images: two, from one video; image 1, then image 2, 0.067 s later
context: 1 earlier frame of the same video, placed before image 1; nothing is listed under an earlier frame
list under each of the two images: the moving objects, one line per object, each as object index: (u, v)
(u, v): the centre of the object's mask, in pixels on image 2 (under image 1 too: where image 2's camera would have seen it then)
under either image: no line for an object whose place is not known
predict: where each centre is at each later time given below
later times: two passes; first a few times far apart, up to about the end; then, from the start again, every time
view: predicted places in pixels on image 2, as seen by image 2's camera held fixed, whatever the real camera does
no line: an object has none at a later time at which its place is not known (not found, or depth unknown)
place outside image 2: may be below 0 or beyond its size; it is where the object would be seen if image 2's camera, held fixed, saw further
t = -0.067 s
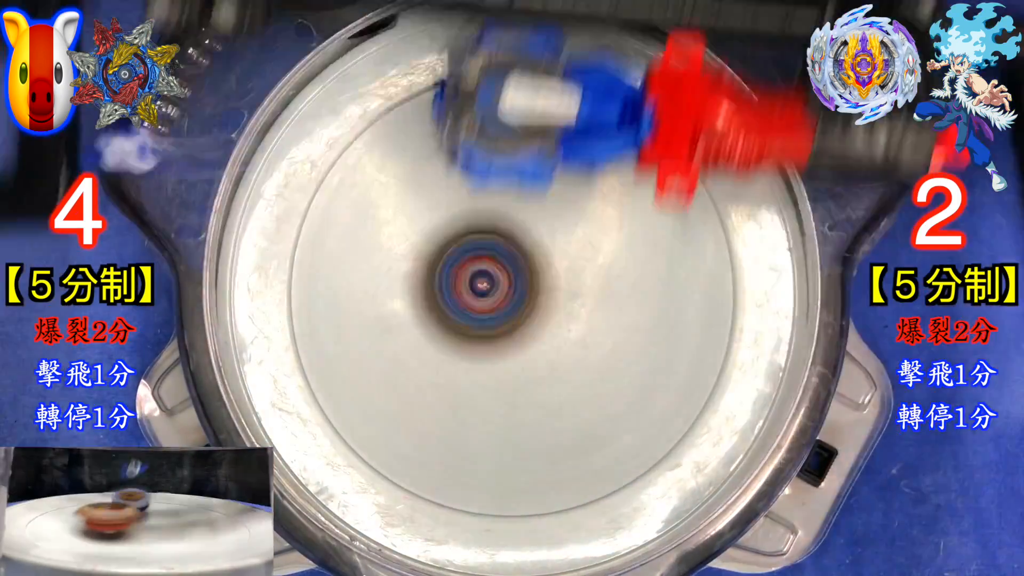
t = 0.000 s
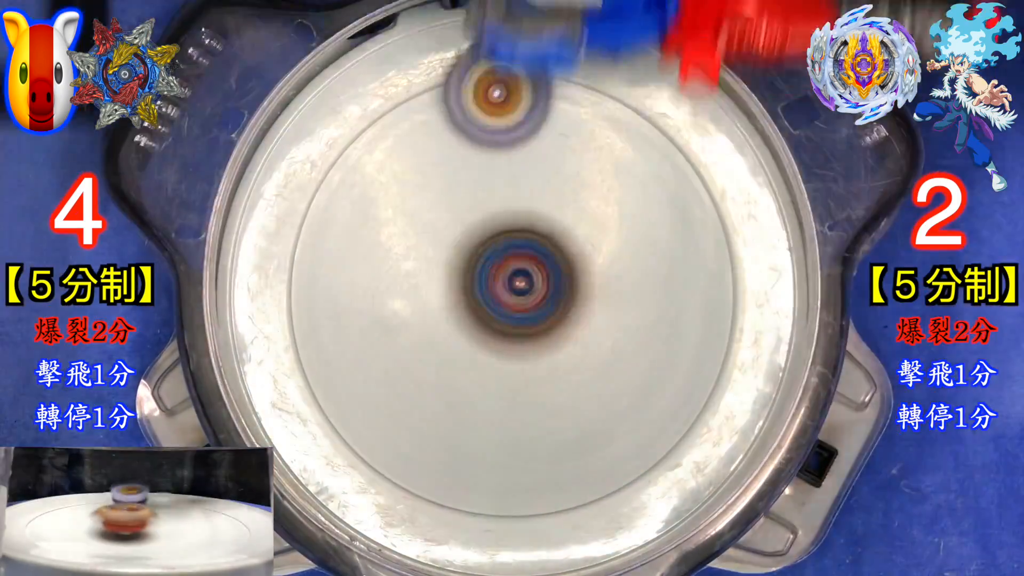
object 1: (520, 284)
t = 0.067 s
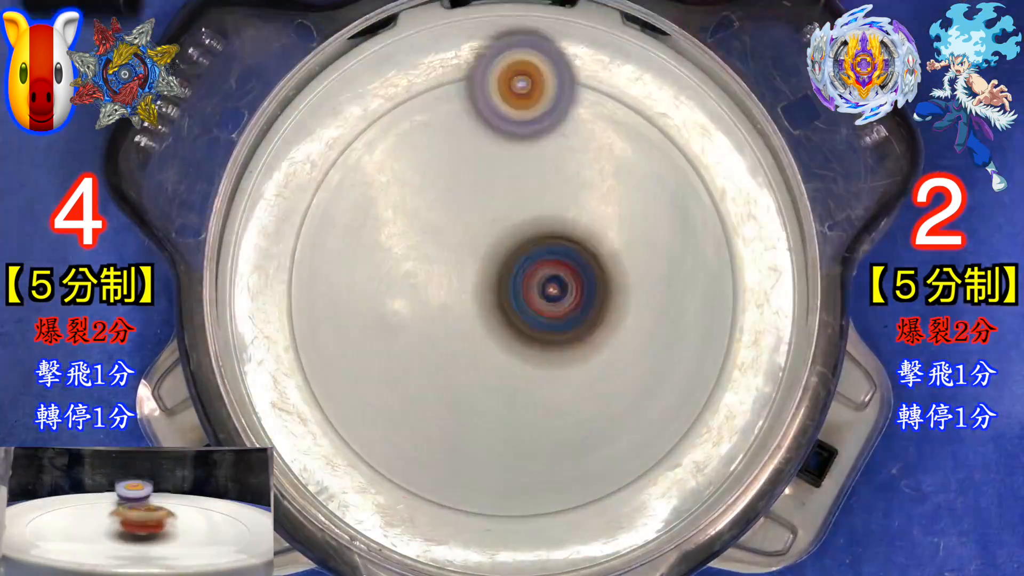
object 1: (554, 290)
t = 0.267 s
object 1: (577, 381)
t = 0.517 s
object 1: (441, 439)
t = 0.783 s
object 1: (547, 149)
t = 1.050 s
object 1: (511, 436)
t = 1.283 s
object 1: (421, 171)
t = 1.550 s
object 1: (613, 227)
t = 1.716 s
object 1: (486, 237)
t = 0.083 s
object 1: (560, 293)
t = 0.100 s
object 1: (566, 298)
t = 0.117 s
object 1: (571, 302)
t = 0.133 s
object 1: (574, 308)
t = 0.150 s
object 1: (578, 313)
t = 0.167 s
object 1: (579, 320)
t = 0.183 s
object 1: (581, 327)
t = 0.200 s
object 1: (580, 333)
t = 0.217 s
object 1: (580, 339)
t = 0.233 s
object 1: (577, 346)
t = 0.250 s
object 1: (577, 361)
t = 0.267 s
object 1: (577, 381)
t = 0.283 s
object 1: (575, 400)
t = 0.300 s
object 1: (573, 417)
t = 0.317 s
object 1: (566, 434)
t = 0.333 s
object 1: (560, 449)
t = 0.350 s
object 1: (554, 463)
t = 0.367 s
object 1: (547, 474)
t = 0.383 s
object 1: (537, 484)
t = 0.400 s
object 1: (527, 493)
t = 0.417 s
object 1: (516, 493)
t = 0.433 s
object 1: (504, 492)
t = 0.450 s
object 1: (493, 483)
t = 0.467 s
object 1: (481, 476)
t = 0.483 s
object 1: (468, 466)
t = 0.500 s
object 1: (454, 453)
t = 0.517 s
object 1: (441, 439)
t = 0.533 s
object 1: (431, 423)
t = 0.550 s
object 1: (423, 402)
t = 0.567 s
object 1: (416, 379)
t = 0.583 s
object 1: (410, 356)
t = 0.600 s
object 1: (407, 331)
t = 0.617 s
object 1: (406, 308)
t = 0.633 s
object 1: (412, 283)
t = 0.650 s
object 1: (422, 260)
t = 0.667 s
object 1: (434, 238)
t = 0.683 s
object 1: (448, 217)
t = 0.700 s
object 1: (461, 198)
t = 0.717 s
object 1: (477, 179)
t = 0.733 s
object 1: (494, 161)
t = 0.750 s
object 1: (511, 147)
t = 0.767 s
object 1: (529, 137)
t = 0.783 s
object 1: (547, 149)
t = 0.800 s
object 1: (564, 167)
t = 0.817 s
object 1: (581, 186)
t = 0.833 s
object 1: (598, 208)
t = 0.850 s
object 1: (613, 228)
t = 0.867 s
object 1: (627, 250)
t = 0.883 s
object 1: (639, 272)
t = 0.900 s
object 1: (651, 296)
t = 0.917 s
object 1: (658, 318)
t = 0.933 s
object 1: (651, 338)
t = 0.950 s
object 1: (639, 360)
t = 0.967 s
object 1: (624, 380)
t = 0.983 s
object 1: (606, 397)
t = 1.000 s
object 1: (584, 415)
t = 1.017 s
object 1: (562, 427)
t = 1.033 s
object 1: (537, 432)
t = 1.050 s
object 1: (511, 436)
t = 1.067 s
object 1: (486, 432)
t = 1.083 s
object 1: (461, 424)
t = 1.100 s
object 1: (437, 414)
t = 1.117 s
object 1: (415, 399)
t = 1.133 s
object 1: (398, 381)
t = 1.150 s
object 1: (385, 360)
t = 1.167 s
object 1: (373, 335)
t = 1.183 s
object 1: (367, 312)
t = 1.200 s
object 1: (364, 285)
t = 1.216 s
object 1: (366, 257)
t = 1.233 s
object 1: (374, 232)
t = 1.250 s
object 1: (386, 209)
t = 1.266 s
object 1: (404, 188)
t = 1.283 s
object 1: (421, 171)
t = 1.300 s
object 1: (443, 156)
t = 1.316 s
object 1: (468, 145)
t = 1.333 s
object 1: (497, 140)
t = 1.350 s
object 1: (524, 140)
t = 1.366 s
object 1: (553, 145)
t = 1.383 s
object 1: (580, 153)
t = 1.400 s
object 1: (607, 168)
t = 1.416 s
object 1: (630, 193)
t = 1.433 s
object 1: (649, 220)
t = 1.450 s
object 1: (658, 247)
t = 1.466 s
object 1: (657, 254)
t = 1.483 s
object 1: (650, 250)
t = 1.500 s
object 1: (643, 244)
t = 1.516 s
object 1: (633, 241)
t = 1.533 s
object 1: (622, 231)
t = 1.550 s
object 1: (613, 227)
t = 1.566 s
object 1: (599, 222)
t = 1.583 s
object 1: (589, 224)
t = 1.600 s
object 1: (572, 221)
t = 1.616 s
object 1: (560, 223)
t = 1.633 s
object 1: (543, 223)
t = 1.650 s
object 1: (532, 226)
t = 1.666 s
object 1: (518, 227)
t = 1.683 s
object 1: (508, 232)
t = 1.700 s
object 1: (495, 233)
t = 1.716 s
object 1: (486, 237)
